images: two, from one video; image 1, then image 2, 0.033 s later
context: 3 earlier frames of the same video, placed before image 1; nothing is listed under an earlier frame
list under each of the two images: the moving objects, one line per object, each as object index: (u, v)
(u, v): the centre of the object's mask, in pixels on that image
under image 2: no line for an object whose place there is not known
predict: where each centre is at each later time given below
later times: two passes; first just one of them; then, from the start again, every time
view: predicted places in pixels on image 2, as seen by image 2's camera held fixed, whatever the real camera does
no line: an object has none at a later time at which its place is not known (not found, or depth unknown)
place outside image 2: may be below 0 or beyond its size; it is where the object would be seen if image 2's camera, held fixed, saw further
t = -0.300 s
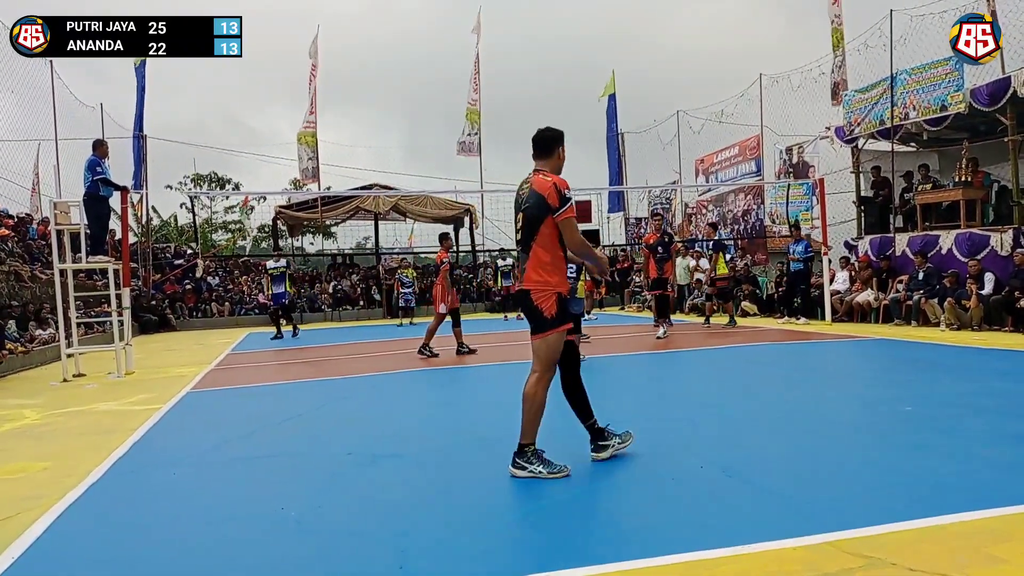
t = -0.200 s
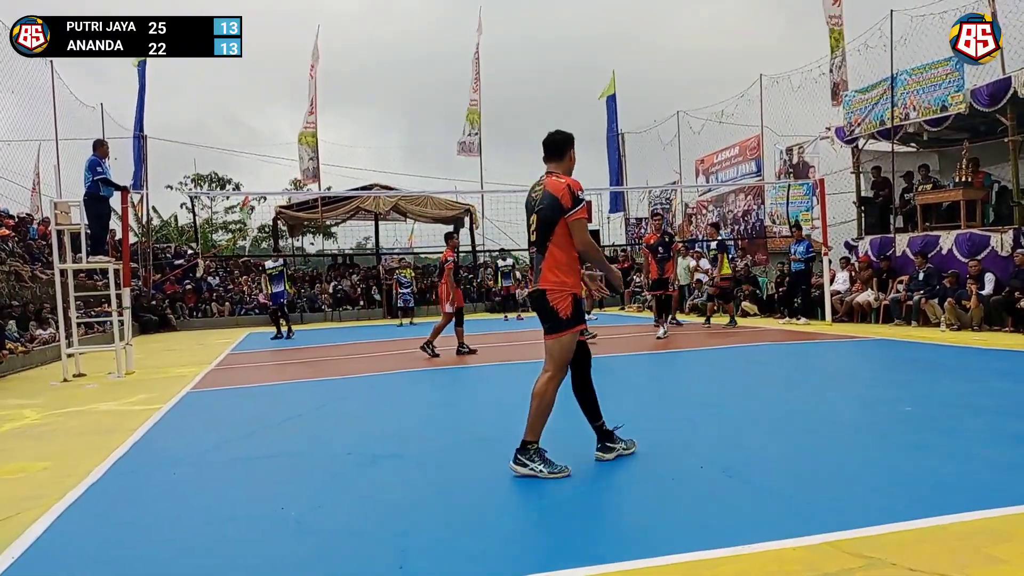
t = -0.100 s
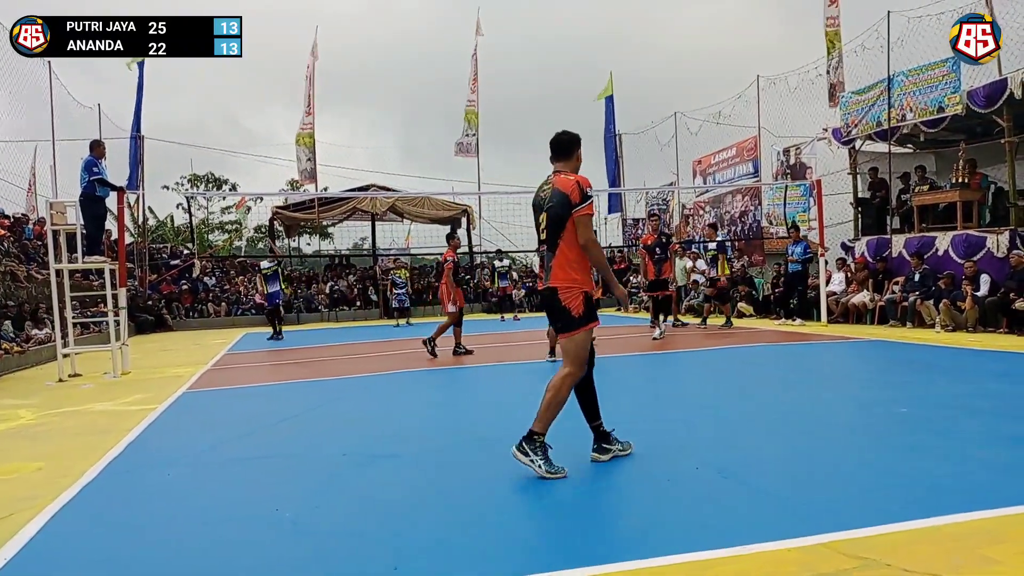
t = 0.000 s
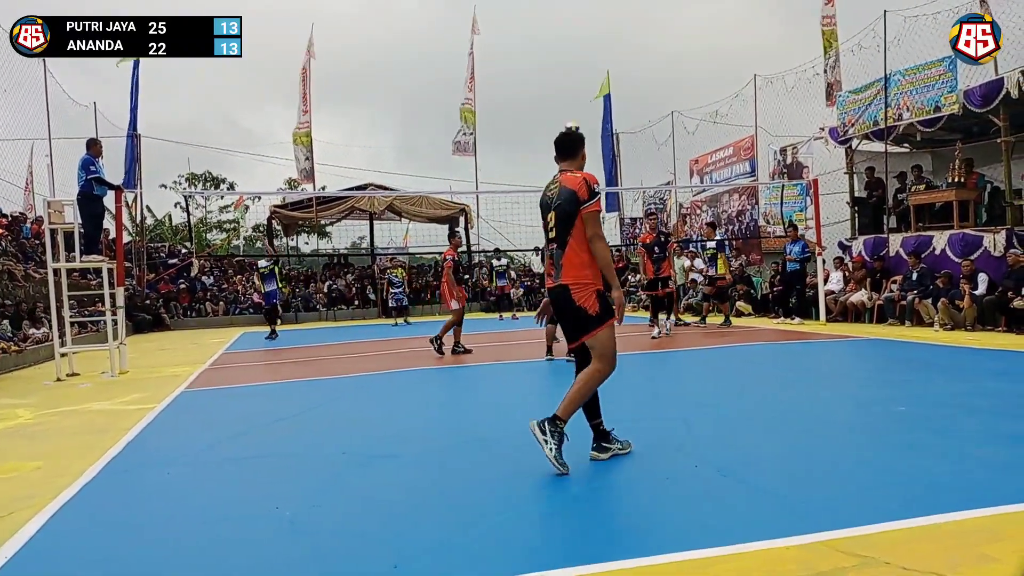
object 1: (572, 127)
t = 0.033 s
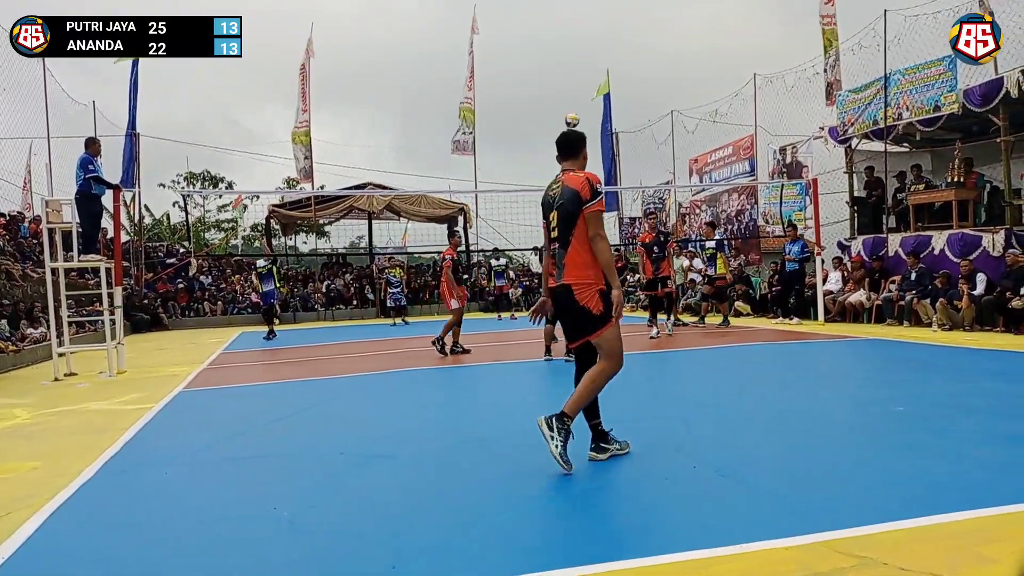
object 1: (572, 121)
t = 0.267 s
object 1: (575, 86)
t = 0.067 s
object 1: (572, 114)
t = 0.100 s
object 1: (572, 106)
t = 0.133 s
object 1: (572, 101)
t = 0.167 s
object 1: (573, 96)
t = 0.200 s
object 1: (573, 92)
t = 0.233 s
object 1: (574, 89)
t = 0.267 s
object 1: (575, 86)
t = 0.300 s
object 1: (576, 85)
